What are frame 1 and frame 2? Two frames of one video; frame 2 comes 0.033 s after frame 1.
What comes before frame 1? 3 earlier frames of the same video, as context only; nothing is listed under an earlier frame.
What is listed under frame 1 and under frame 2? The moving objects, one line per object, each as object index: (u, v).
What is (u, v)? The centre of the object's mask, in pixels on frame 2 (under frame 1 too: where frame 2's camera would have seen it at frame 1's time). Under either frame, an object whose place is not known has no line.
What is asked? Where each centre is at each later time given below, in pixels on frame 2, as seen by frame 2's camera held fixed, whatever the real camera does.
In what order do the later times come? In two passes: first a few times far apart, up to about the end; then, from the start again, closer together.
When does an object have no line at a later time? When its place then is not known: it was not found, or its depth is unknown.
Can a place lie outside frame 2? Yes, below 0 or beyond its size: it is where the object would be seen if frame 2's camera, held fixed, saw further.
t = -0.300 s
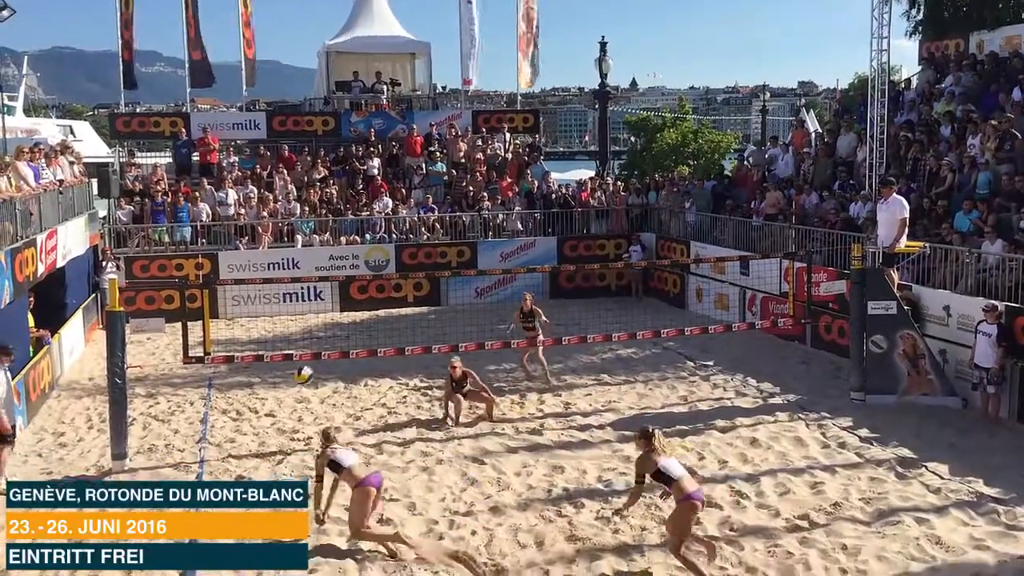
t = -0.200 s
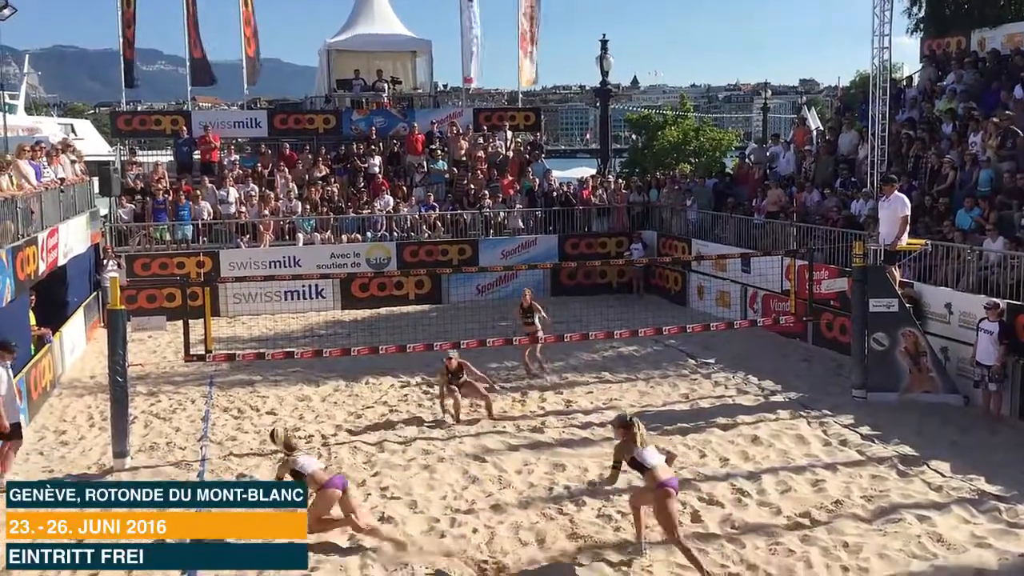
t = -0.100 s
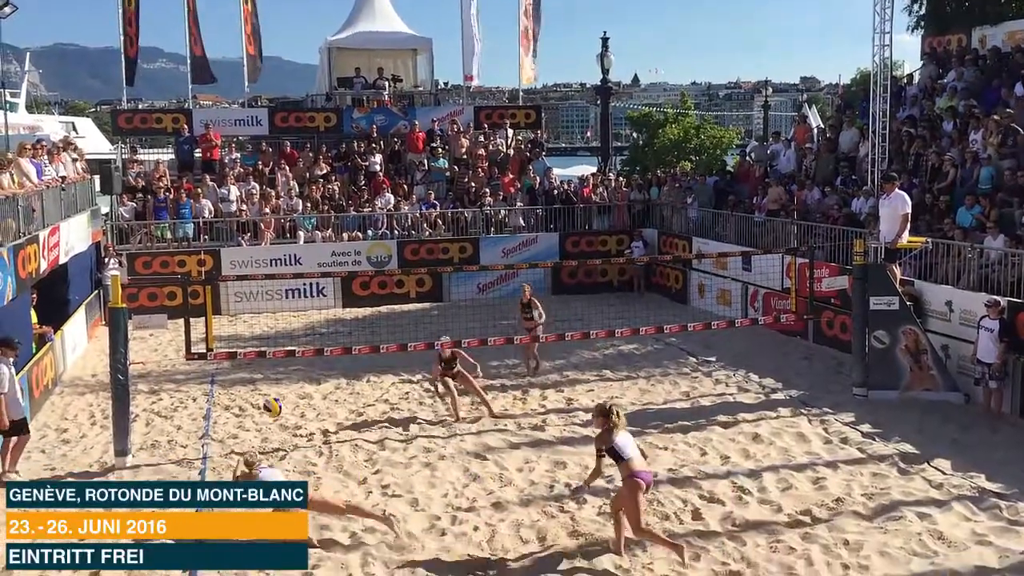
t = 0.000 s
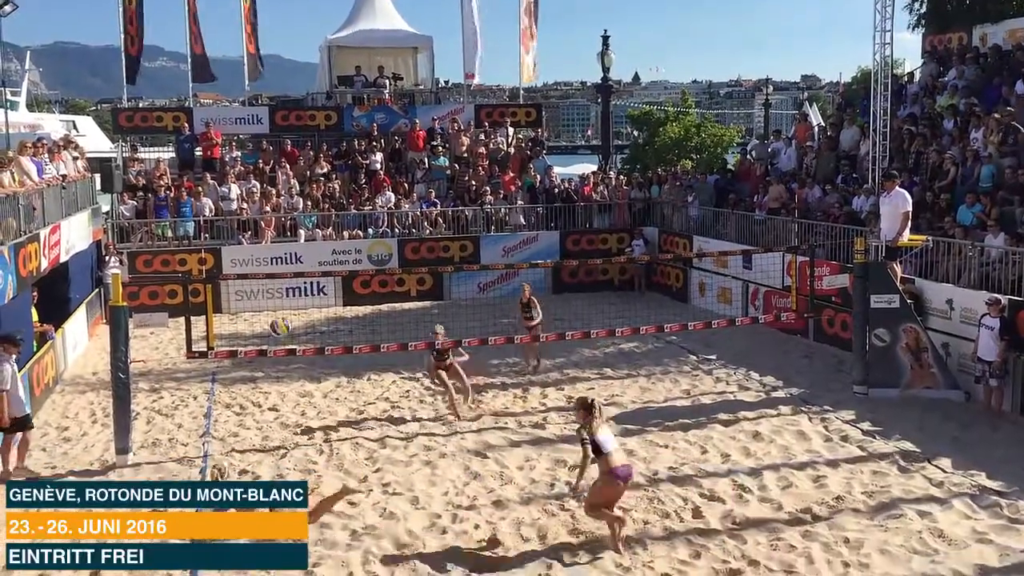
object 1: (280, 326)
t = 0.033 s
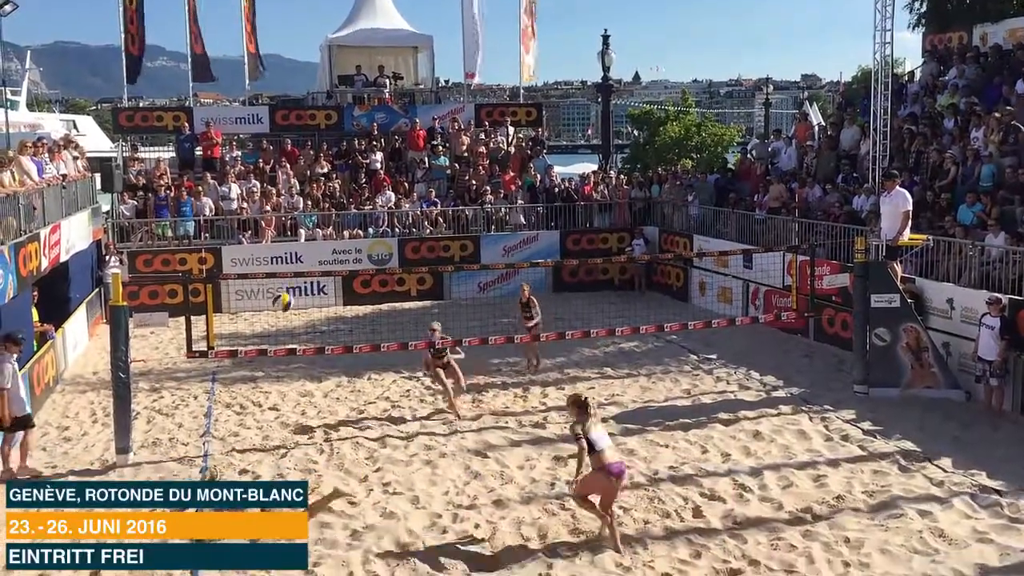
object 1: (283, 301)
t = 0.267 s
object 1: (304, 159)
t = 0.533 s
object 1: (332, 53)
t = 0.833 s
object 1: (370, 17)
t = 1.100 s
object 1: (408, 59)
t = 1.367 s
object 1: (448, 172)
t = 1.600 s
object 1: (478, 319)
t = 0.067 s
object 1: (286, 279)
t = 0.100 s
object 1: (288, 256)
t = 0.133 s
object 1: (290, 234)
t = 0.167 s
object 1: (295, 214)
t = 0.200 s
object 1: (296, 195)
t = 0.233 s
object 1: (302, 175)
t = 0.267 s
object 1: (304, 159)
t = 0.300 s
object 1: (307, 141)
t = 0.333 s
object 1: (310, 126)
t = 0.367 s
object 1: (314, 111)
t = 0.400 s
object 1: (317, 97)
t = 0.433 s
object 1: (321, 85)
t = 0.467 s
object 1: (324, 73)
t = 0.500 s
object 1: (328, 62)
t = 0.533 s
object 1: (332, 53)
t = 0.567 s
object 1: (336, 44)
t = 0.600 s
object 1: (340, 38)
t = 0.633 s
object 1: (344, 31)
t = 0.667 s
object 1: (349, 25)
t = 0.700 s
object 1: (352, 22)
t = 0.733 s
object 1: (357, 19)
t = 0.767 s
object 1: (361, 17)
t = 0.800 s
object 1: (365, 16)
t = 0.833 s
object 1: (370, 17)
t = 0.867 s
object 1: (375, 19)
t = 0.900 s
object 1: (379, 21)
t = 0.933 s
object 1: (383, 24)
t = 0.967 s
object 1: (389, 29)
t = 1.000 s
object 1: (395, 34)
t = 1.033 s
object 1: (399, 42)
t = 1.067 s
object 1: (408, 50)
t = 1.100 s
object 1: (408, 59)
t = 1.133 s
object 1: (413, 69)
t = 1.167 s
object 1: (418, 80)
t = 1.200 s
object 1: (422, 93)
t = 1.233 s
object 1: (427, 106)
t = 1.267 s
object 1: (433, 122)
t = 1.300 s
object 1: (436, 135)
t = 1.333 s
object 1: (440, 153)
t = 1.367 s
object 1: (448, 172)
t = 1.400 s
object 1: (451, 190)
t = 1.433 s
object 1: (456, 209)
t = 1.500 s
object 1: (464, 250)
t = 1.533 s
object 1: (469, 272)
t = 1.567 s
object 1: (474, 295)
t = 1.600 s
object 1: (478, 319)
